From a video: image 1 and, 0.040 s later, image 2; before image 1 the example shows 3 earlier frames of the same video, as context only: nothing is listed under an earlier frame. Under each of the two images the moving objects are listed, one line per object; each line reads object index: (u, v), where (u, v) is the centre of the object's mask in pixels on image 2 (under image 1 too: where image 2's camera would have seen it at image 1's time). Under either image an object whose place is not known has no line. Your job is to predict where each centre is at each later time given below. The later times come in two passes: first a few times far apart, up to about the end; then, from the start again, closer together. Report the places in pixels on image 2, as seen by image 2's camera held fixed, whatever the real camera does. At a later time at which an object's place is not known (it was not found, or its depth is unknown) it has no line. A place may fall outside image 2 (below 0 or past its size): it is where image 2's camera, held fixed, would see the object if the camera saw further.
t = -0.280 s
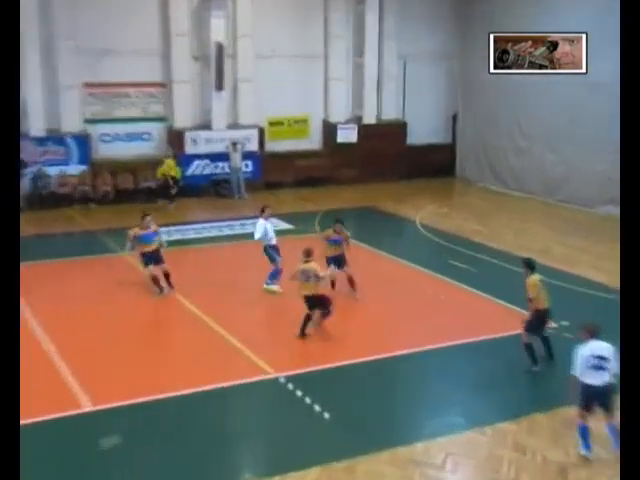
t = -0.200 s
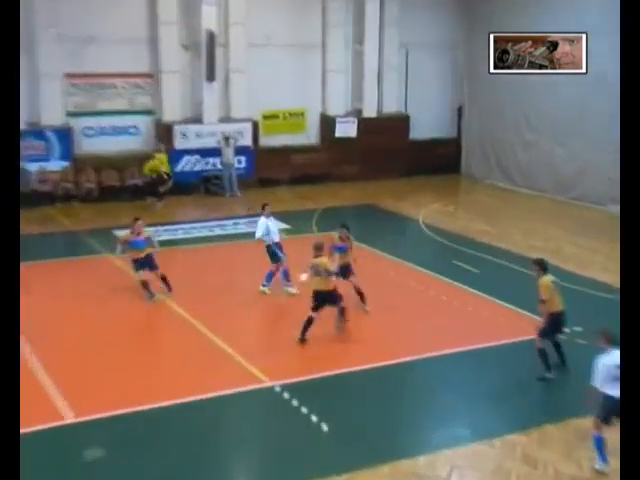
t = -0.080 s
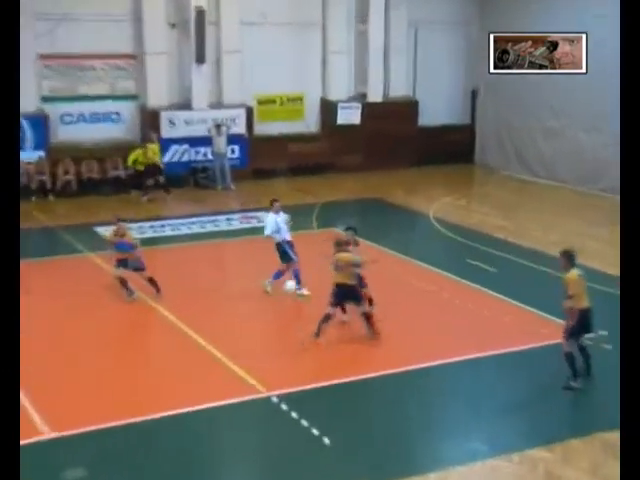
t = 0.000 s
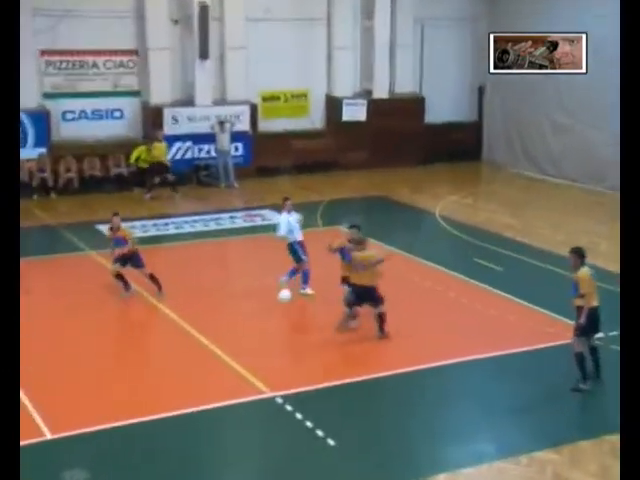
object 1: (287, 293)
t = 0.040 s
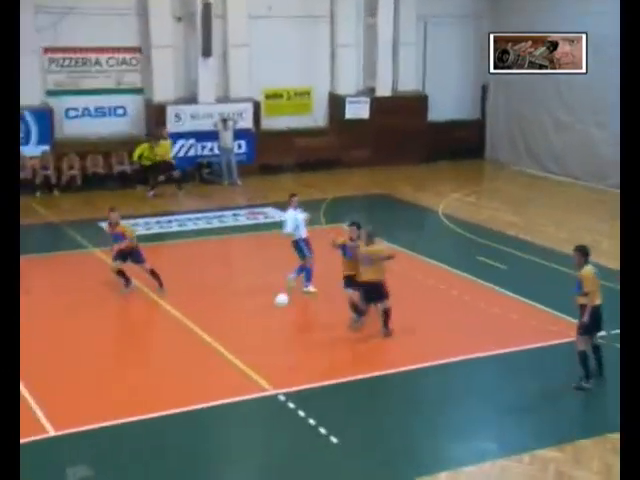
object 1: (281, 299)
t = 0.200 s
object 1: (258, 339)
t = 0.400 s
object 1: (220, 429)
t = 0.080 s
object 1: (276, 307)
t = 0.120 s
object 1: (270, 317)
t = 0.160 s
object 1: (264, 327)
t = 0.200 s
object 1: (258, 339)
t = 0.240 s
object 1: (251, 353)
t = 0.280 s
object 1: (244, 368)
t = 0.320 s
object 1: (237, 385)
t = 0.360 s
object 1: (228, 407)
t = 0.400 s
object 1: (220, 429)
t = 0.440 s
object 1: (212, 436)
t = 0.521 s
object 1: (196, 435)
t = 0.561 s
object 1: (187, 436)
